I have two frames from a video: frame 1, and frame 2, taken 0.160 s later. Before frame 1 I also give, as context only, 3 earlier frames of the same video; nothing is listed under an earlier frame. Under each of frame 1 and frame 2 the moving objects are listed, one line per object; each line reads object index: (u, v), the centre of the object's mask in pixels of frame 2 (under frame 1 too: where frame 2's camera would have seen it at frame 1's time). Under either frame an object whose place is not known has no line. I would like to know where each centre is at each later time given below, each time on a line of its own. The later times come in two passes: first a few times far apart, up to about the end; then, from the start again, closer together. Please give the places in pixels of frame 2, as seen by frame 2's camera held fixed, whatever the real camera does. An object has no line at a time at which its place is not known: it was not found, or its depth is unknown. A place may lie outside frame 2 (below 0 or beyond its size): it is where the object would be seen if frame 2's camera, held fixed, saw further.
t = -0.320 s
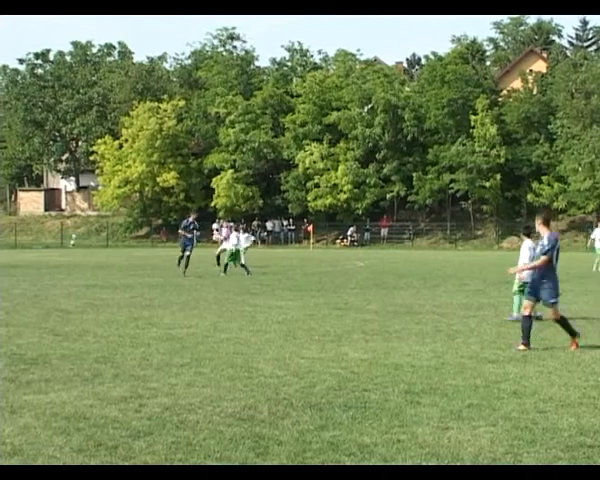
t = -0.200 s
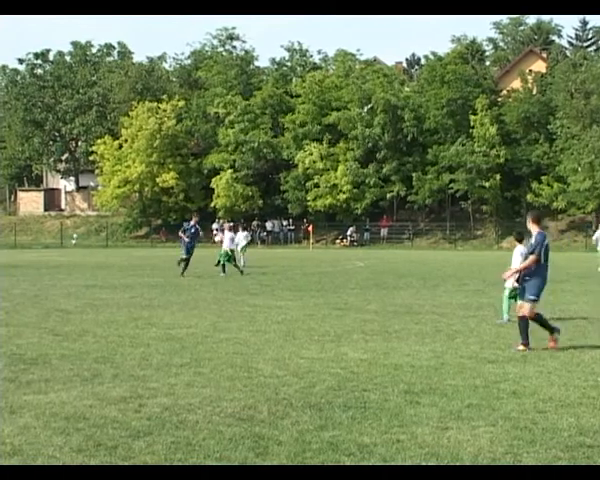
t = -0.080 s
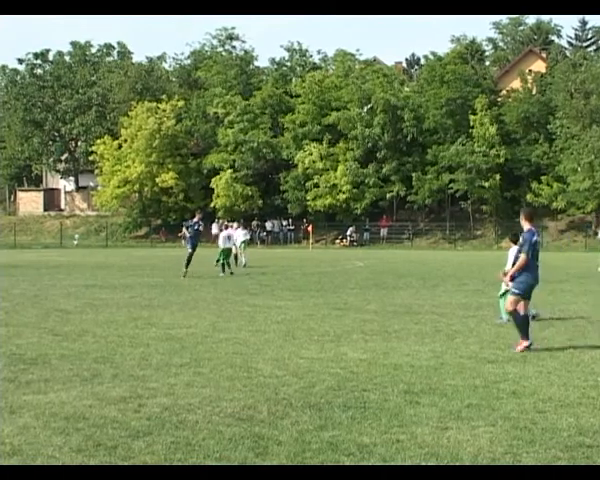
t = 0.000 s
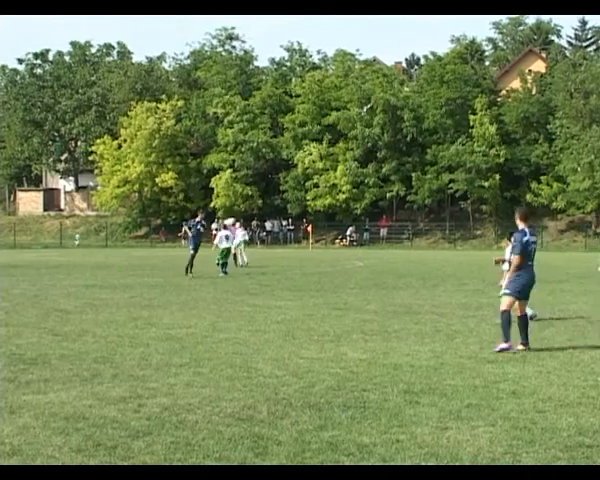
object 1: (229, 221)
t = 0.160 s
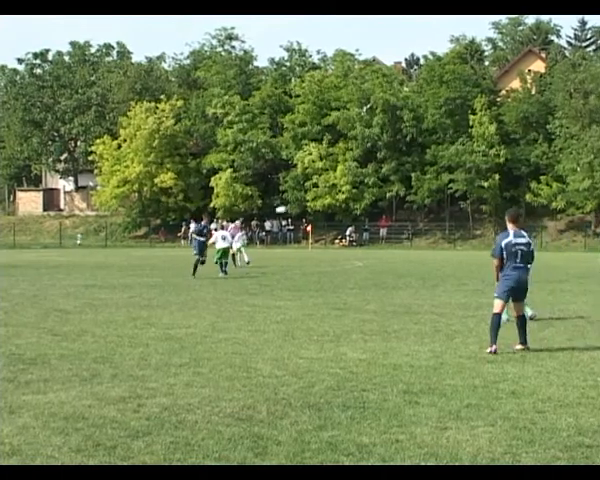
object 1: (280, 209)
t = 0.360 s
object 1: (342, 204)
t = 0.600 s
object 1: (413, 216)
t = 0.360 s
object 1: (342, 204)
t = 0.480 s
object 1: (378, 207)
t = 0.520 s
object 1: (390, 210)
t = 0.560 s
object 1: (401, 212)
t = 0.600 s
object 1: (413, 216)
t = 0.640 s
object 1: (424, 219)
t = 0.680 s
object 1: (436, 224)
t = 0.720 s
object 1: (447, 228)
